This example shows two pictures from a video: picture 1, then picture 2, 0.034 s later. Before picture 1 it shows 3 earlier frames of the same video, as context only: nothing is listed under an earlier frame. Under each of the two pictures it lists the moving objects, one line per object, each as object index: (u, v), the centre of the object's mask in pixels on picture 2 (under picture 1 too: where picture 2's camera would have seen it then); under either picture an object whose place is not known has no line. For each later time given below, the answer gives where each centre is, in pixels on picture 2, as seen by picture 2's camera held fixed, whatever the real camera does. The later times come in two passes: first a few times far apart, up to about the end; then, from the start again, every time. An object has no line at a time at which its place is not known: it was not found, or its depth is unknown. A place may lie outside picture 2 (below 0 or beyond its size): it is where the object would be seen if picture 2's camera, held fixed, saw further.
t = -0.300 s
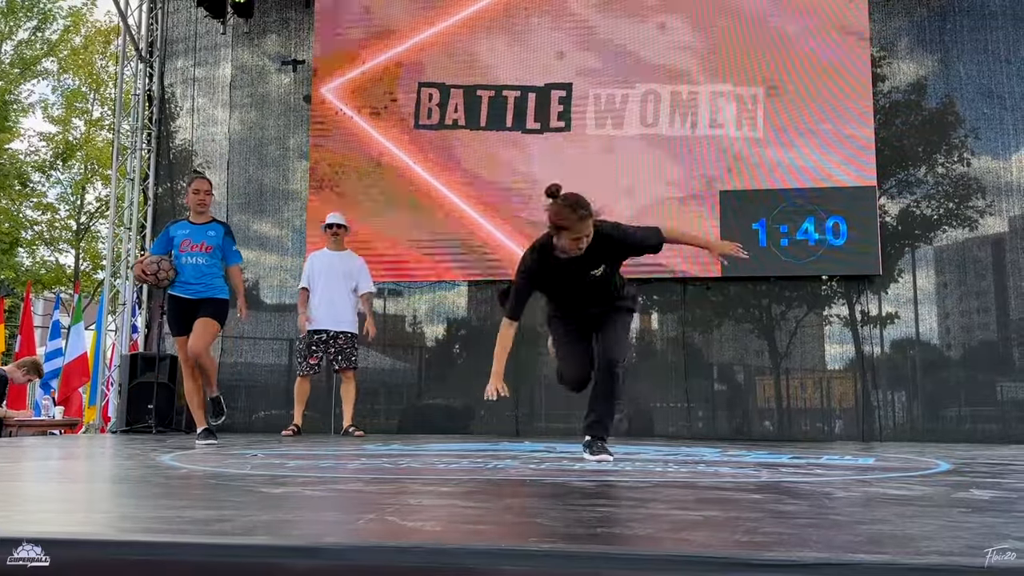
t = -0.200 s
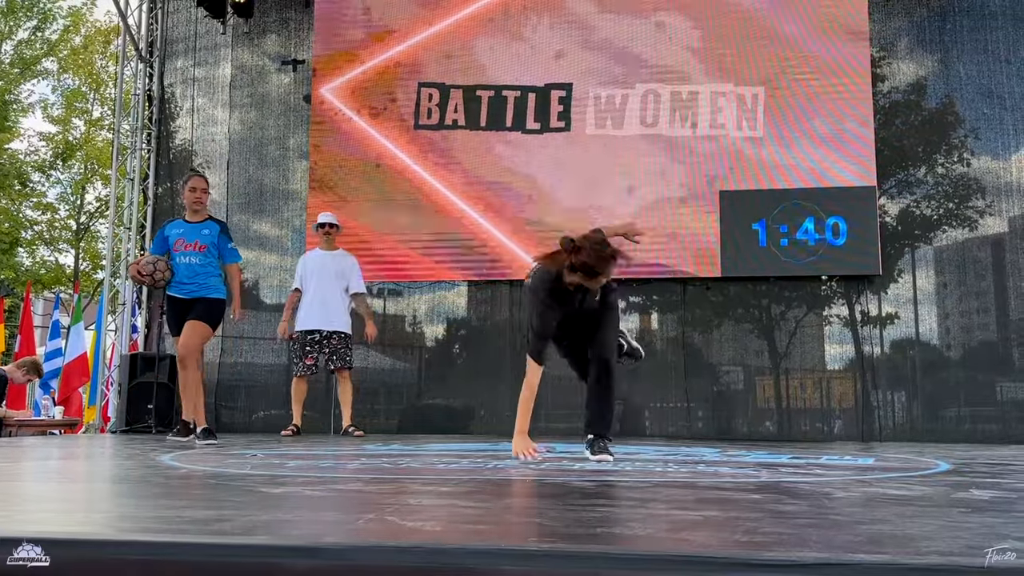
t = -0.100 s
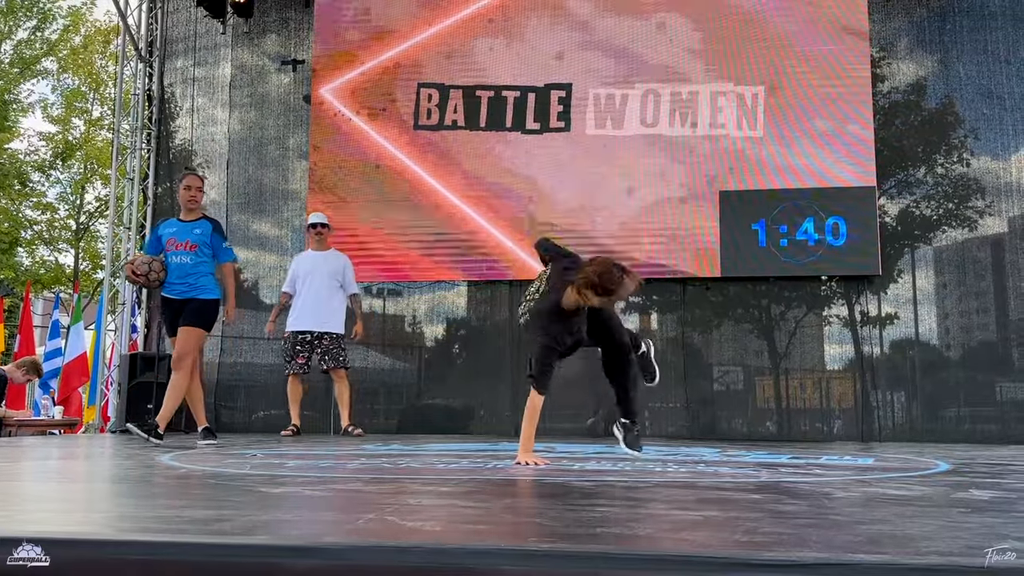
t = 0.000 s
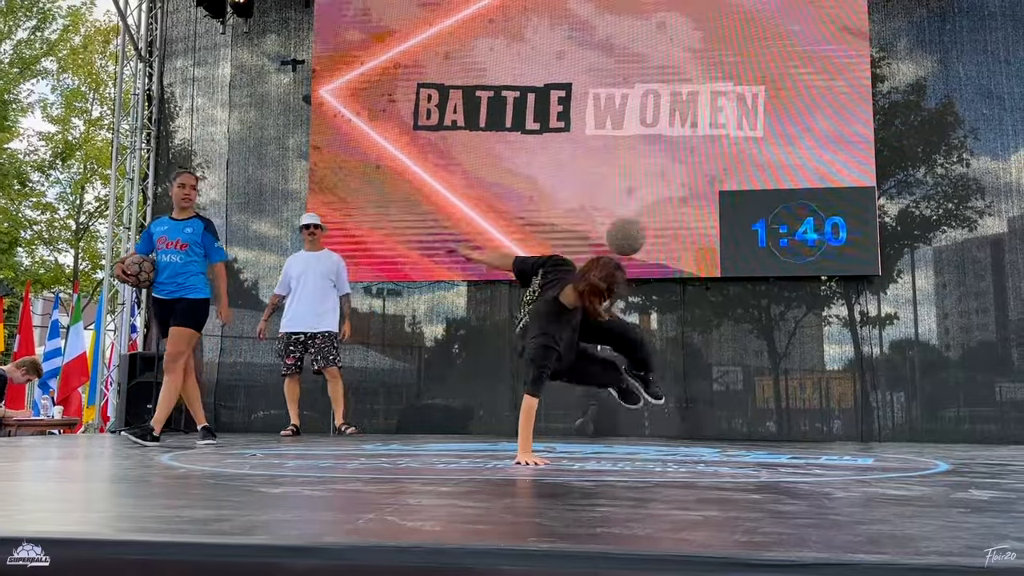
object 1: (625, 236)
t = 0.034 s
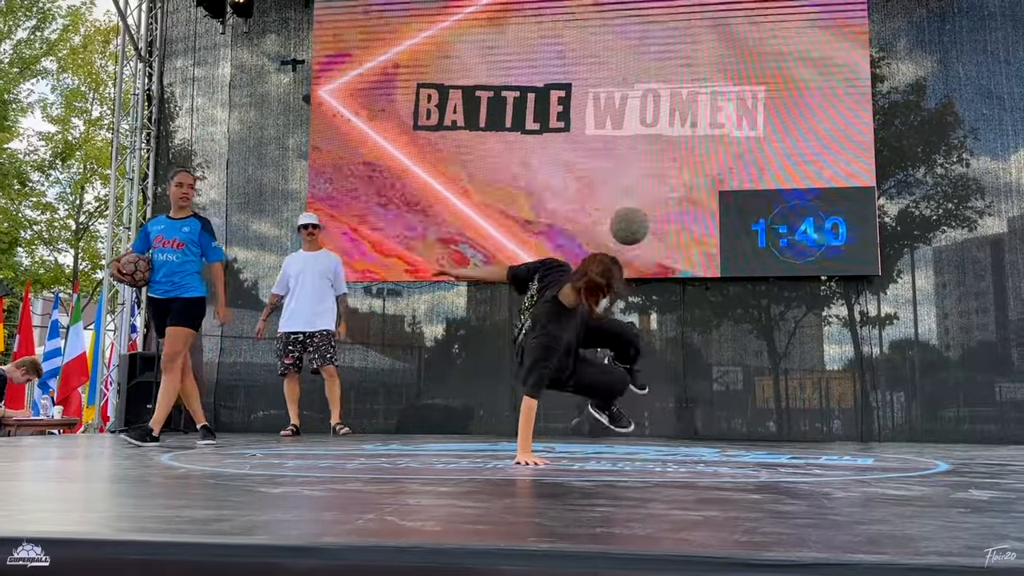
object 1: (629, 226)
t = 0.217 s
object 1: (649, 203)
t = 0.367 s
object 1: (664, 229)
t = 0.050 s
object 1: (631, 221)
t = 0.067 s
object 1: (633, 217)
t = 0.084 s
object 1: (634, 214)
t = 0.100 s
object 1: (636, 211)
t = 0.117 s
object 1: (638, 208)
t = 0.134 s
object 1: (640, 206)
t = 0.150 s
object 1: (641, 205)
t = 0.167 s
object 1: (643, 204)
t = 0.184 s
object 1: (645, 203)
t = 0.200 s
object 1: (647, 203)
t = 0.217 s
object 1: (649, 203)
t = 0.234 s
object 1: (650, 204)
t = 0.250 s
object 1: (652, 206)
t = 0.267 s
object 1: (653, 208)
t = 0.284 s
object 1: (656, 210)
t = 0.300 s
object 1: (658, 212)
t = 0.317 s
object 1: (659, 215)
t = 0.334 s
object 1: (660, 220)
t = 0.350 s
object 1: (661, 224)
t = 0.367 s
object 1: (664, 229)
